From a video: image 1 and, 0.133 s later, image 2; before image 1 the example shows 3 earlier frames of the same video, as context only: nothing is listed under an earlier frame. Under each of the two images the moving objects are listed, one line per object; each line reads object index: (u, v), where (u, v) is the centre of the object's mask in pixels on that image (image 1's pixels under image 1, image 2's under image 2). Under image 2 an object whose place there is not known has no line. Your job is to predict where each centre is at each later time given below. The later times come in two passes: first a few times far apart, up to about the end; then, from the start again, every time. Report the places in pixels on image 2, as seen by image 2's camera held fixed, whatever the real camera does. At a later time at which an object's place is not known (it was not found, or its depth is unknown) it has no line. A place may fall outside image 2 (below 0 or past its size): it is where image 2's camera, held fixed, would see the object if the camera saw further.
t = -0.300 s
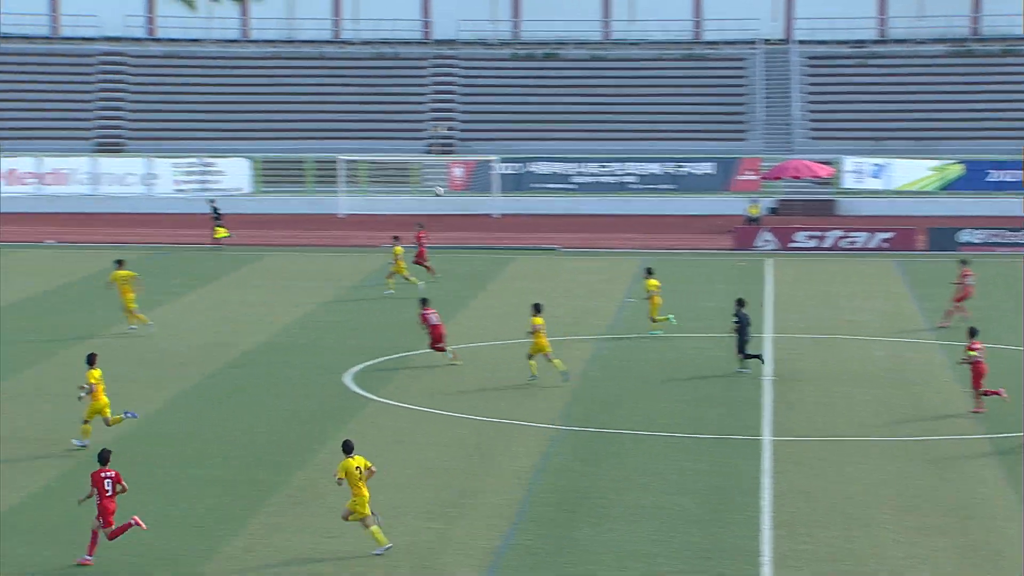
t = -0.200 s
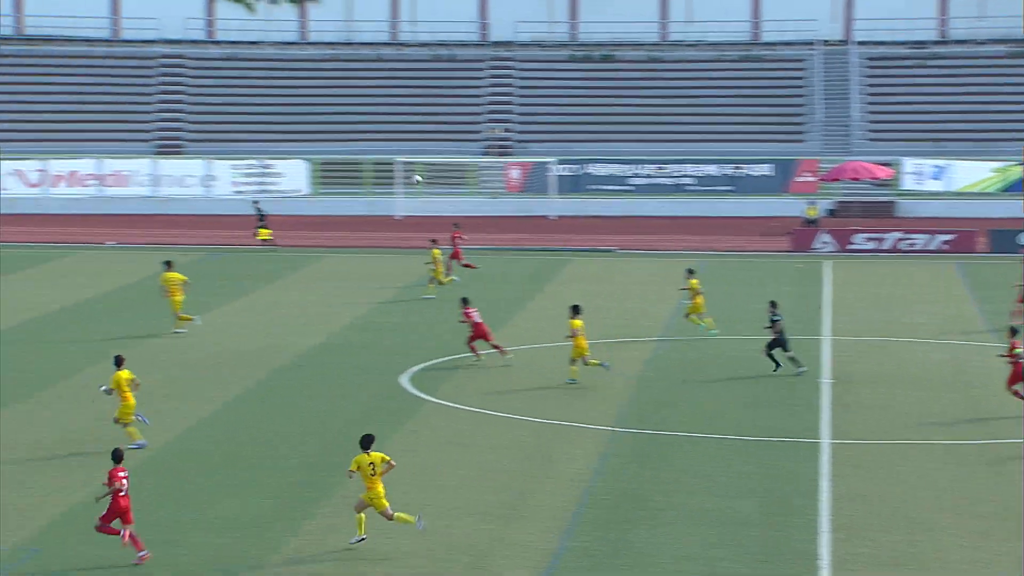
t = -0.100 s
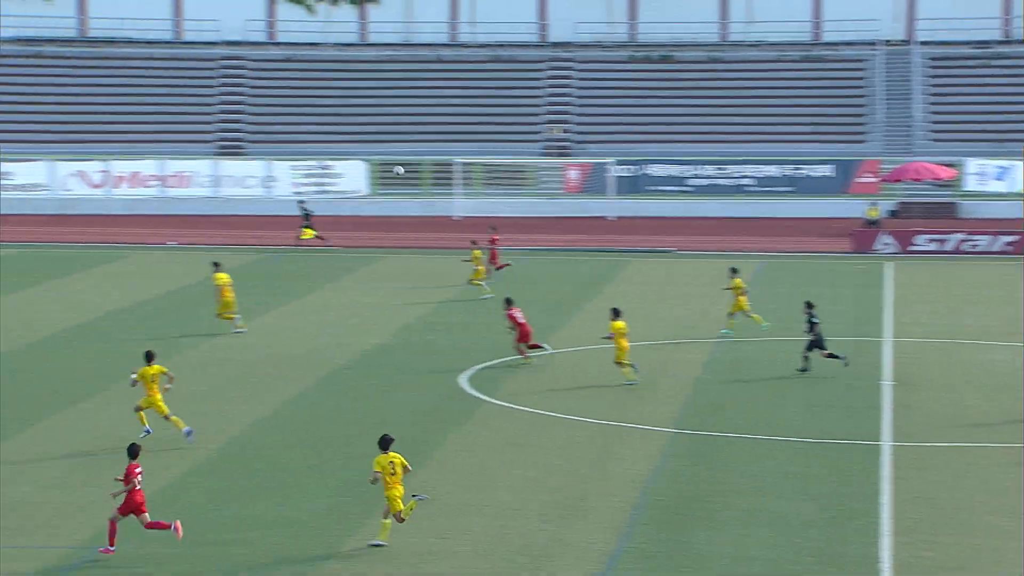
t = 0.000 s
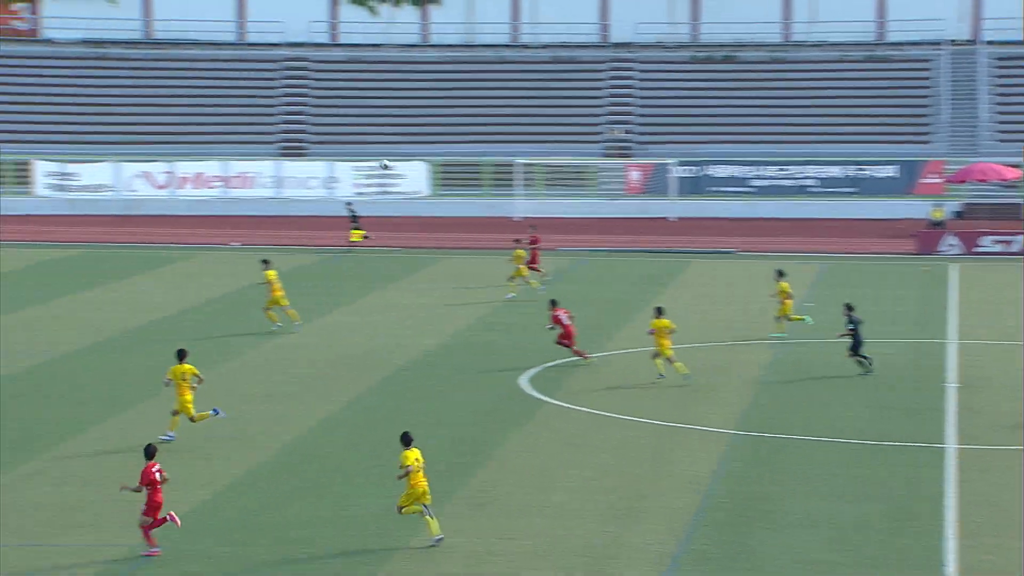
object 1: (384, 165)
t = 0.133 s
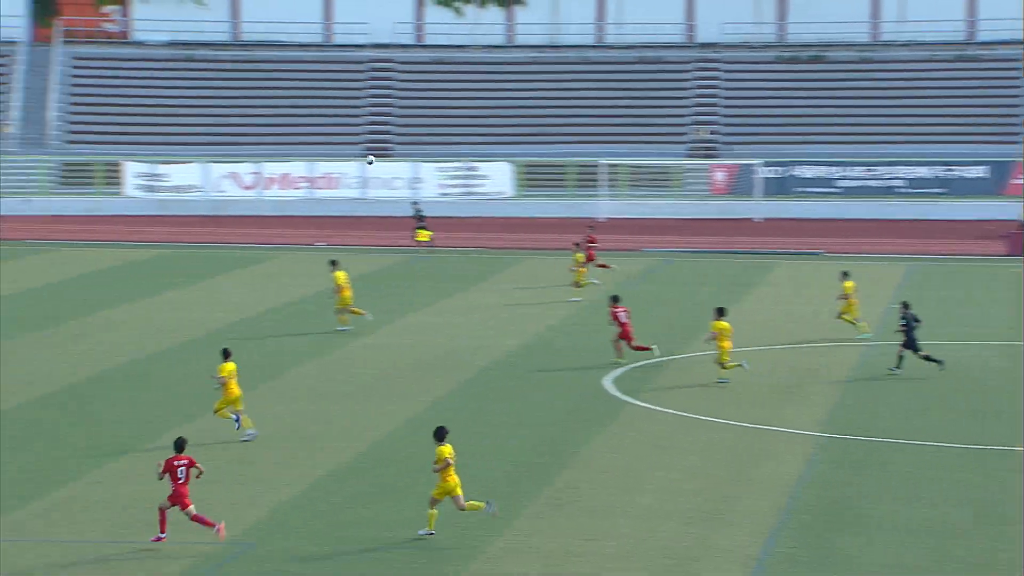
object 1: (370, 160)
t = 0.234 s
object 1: (298, 159)
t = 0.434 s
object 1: (151, 167)
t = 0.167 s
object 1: (346, 159)
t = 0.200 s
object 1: (322, 159)
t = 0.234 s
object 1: (298, 159)
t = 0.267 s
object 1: (274, 159)
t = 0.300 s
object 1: (250, 160)
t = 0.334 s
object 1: (225, 162)
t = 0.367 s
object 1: (201, 163)
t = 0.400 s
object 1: (176, 165)
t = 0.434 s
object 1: (151, 167)
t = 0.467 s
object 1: (124, 170)
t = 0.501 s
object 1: (101, 173)
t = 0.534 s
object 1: (75, 176)
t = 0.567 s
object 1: (49, 180)
